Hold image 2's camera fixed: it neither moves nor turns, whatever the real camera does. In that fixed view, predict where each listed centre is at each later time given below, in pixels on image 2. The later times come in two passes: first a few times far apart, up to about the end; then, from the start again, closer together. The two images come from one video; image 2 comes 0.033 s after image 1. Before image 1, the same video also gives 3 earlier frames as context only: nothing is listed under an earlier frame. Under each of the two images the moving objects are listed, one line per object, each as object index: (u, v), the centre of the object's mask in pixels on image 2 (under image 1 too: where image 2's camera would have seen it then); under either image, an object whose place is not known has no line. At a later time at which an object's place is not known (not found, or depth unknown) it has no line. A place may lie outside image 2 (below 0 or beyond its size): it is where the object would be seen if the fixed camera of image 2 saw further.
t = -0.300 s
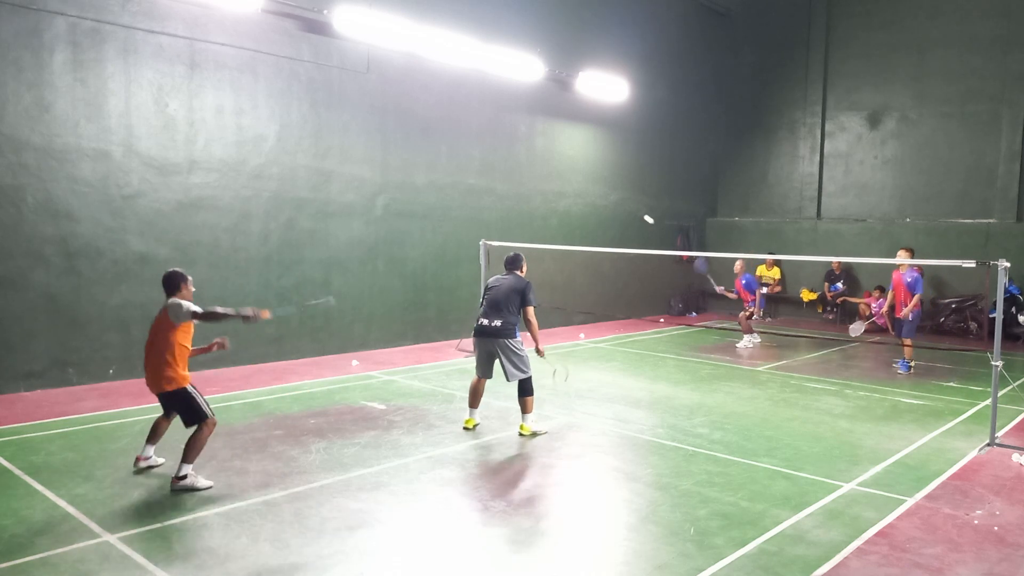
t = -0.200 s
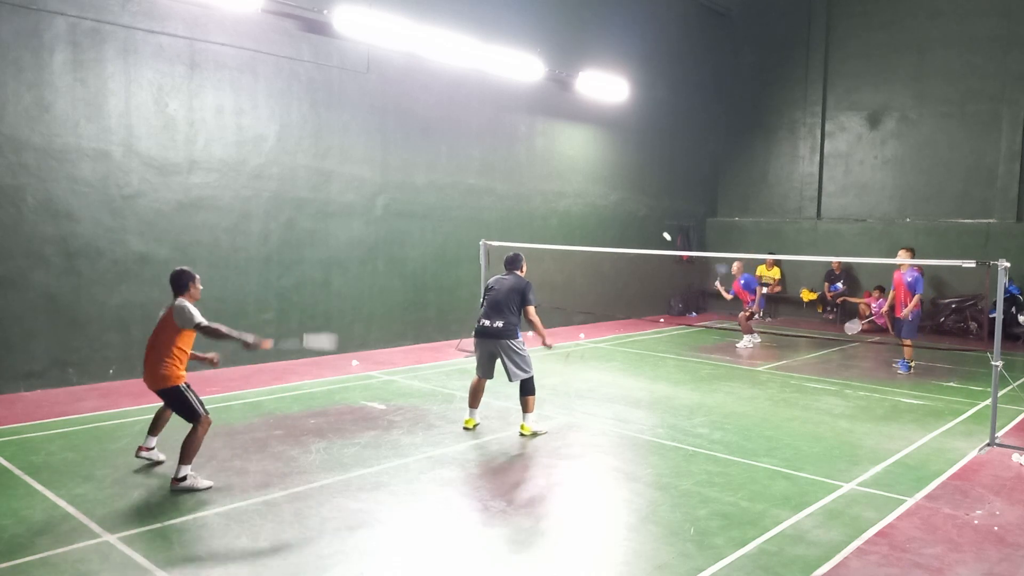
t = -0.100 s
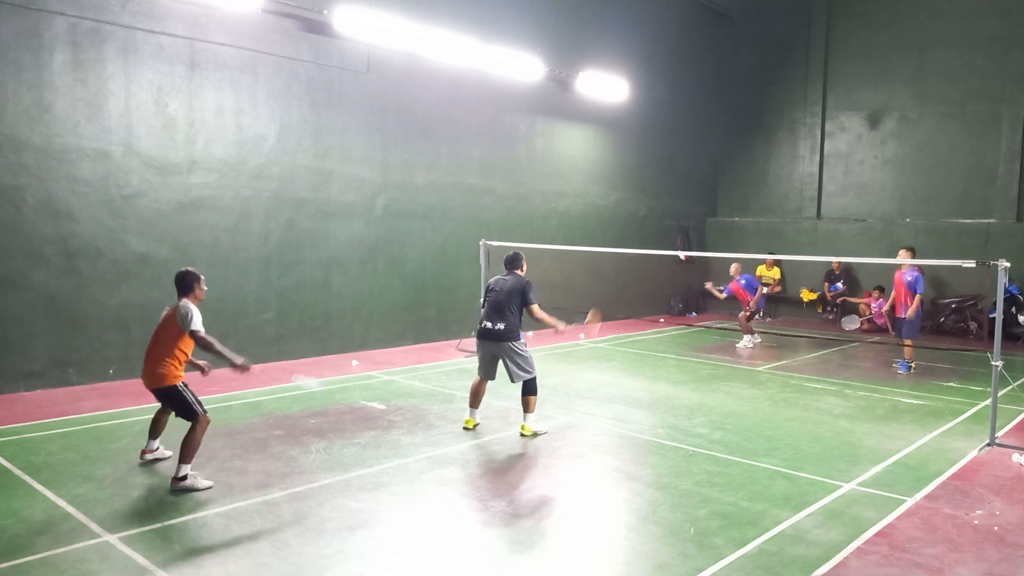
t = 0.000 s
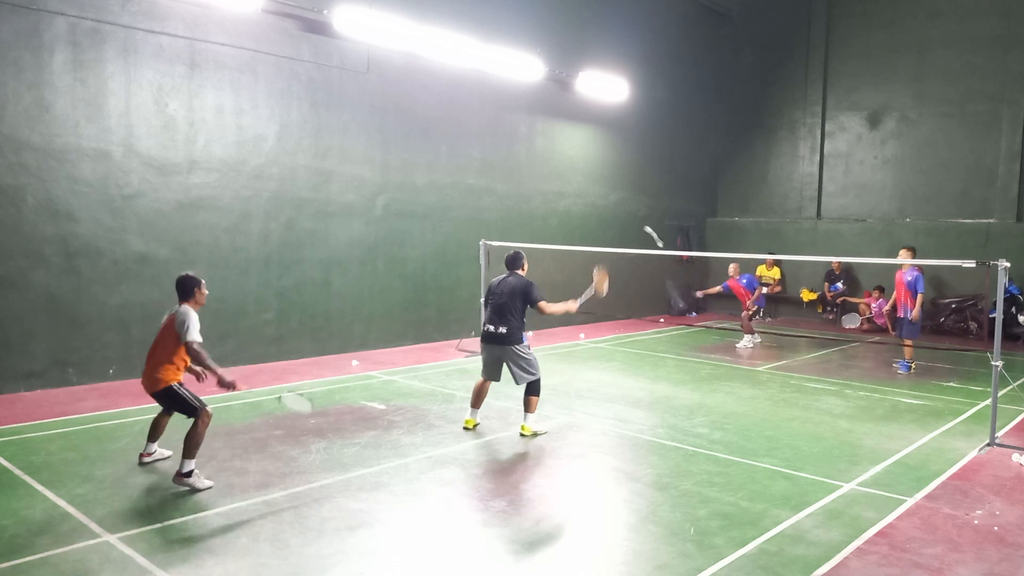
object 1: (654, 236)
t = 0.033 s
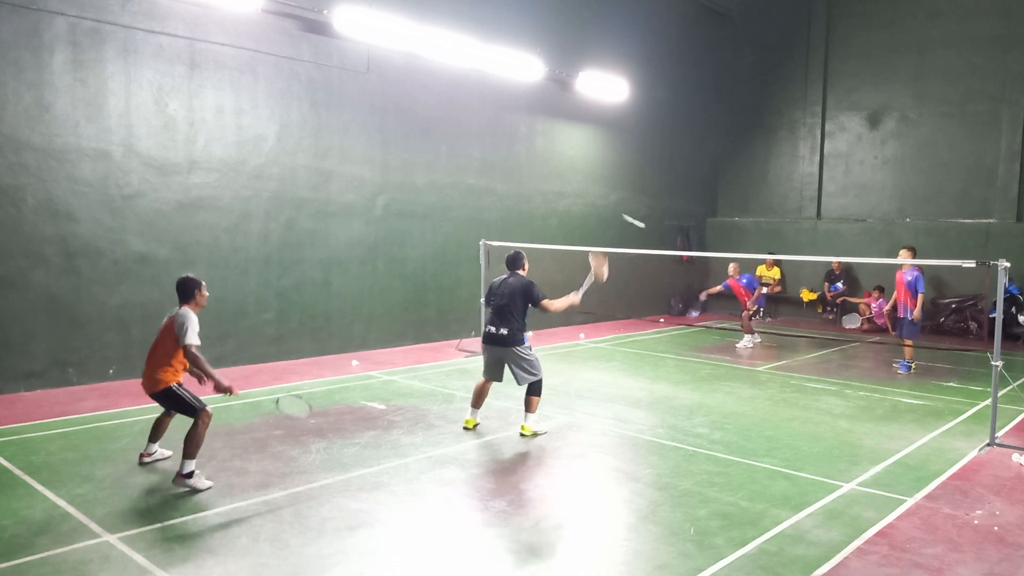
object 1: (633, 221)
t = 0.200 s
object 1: (543, 168)
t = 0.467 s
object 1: (427, 142)
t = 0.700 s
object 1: (335, 172)
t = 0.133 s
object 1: (577, 186)
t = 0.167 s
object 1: (560, 177)
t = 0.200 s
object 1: (543, 168)
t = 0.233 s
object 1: (528, 162)
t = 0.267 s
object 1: (512, 156)
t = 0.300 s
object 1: (497, 151)
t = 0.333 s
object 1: (483, 147)
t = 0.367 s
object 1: (469, 144)
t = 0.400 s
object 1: (454, 142)
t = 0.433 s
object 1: (441, 141)
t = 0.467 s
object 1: (427, 142)
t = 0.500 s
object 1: (413, 143)
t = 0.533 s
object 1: (400, 145)
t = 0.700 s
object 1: (335, 172)
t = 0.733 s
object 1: (323, 181)
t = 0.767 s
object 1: (311, 190)
